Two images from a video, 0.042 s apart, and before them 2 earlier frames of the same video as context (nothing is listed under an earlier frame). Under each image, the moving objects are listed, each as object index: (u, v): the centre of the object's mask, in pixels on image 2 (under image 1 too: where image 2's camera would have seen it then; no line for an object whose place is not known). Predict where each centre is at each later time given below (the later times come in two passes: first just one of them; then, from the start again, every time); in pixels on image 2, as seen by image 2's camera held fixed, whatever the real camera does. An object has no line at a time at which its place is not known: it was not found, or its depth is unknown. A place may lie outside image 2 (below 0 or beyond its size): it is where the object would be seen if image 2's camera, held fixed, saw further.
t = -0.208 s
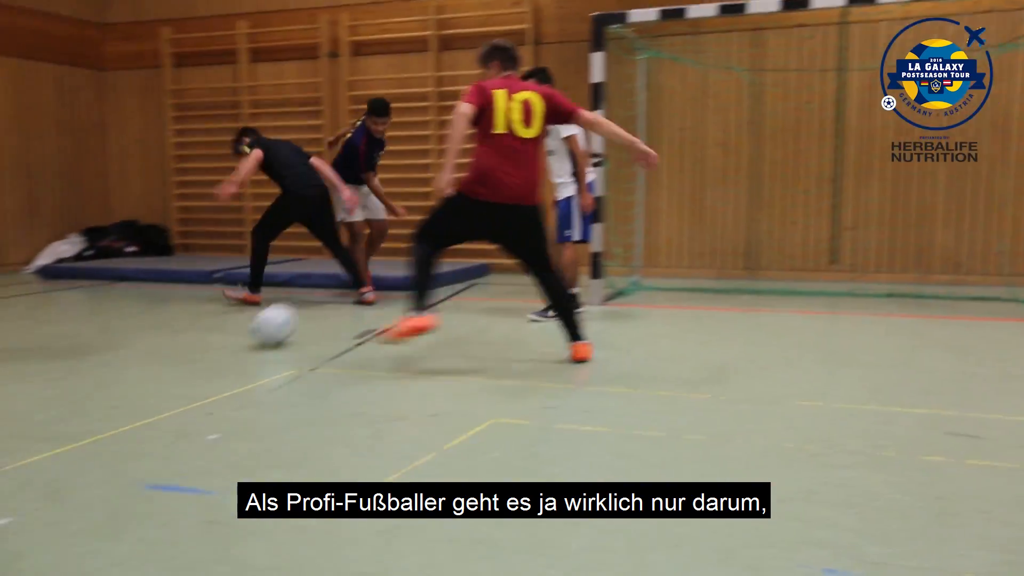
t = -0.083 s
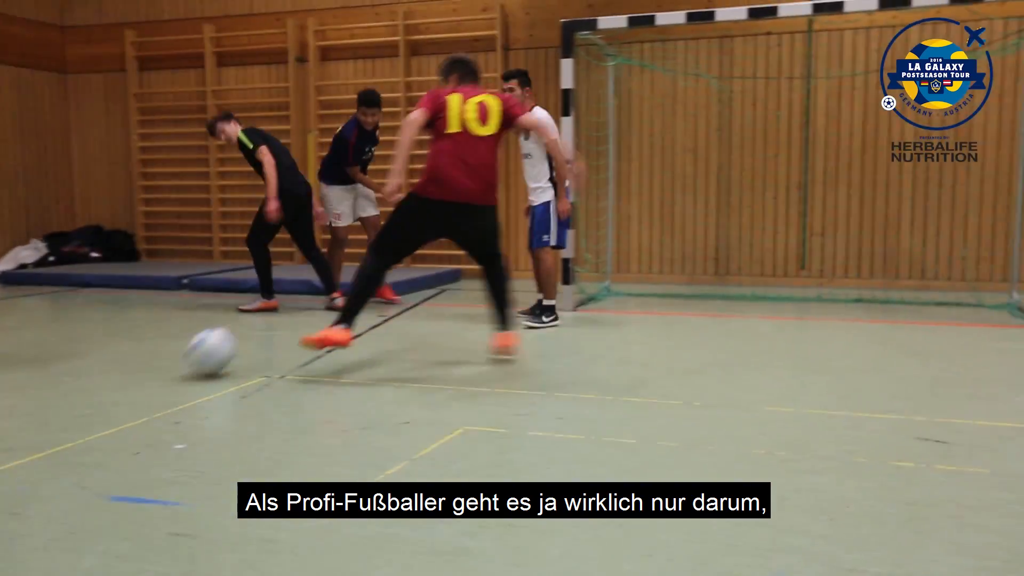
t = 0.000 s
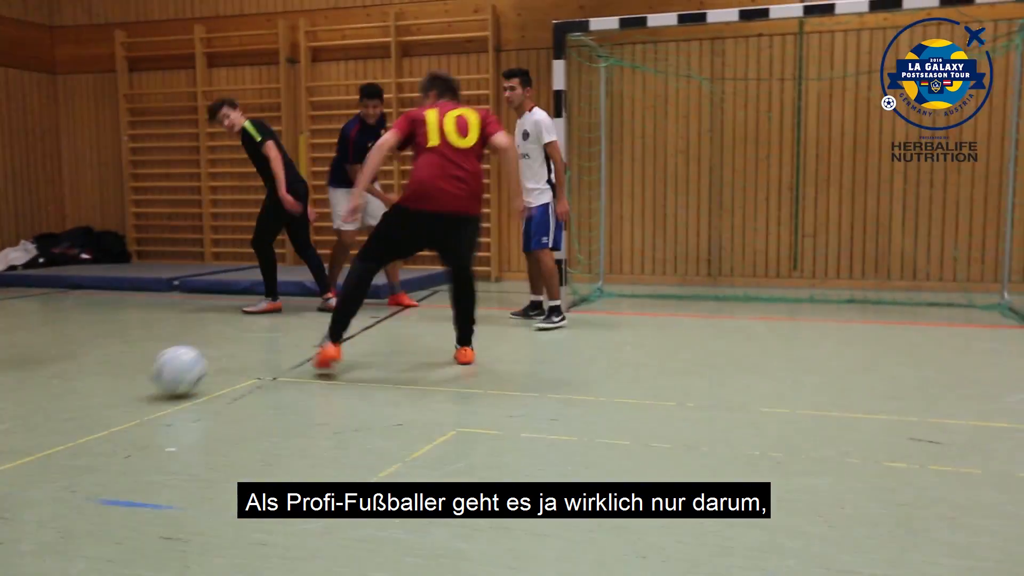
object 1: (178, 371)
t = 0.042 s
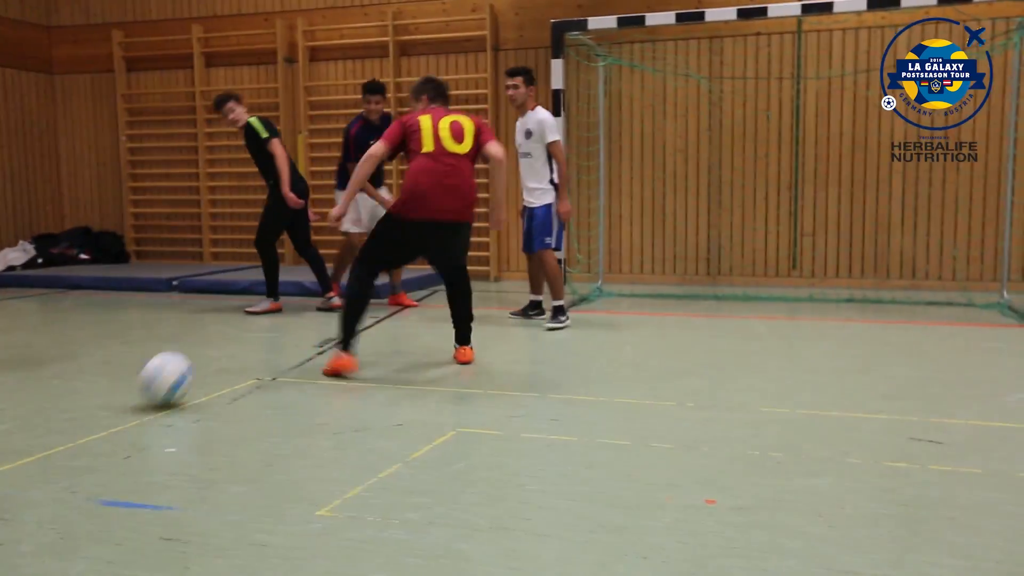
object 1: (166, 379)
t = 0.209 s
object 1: (112, 419)
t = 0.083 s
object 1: (153, 391)
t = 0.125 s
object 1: (141, 399)
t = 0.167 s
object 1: (126, 410)
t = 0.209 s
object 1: (112, 419)
